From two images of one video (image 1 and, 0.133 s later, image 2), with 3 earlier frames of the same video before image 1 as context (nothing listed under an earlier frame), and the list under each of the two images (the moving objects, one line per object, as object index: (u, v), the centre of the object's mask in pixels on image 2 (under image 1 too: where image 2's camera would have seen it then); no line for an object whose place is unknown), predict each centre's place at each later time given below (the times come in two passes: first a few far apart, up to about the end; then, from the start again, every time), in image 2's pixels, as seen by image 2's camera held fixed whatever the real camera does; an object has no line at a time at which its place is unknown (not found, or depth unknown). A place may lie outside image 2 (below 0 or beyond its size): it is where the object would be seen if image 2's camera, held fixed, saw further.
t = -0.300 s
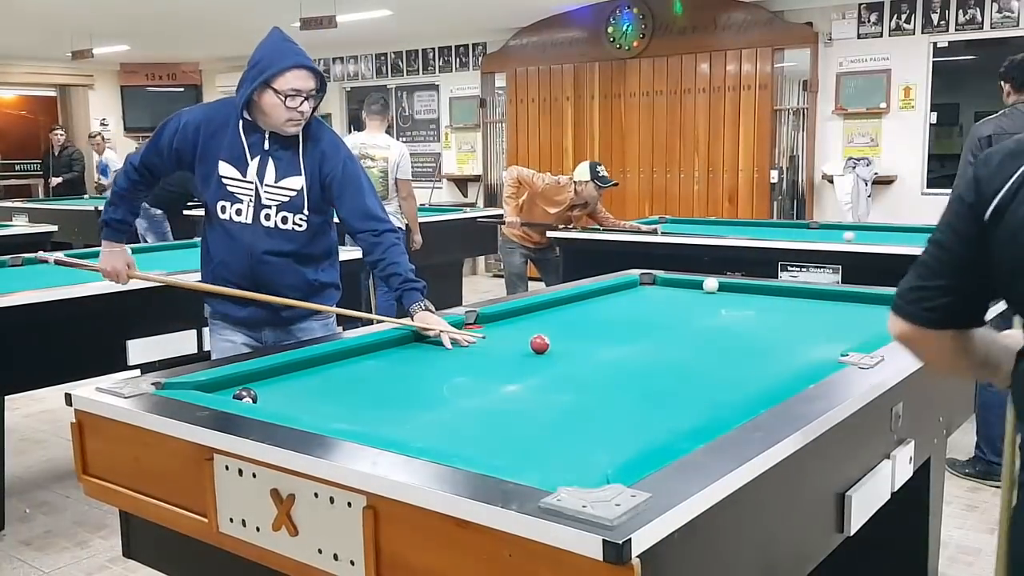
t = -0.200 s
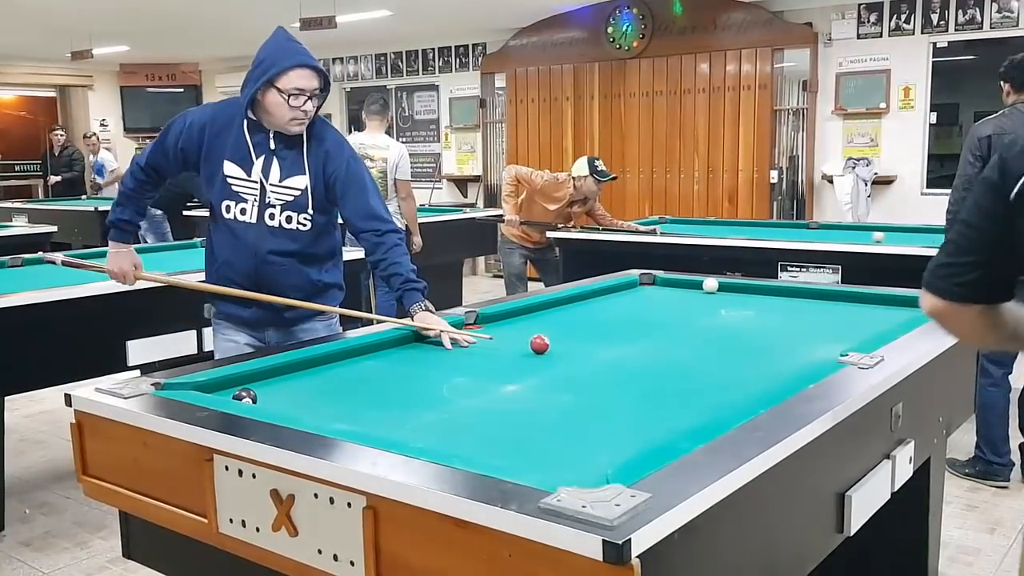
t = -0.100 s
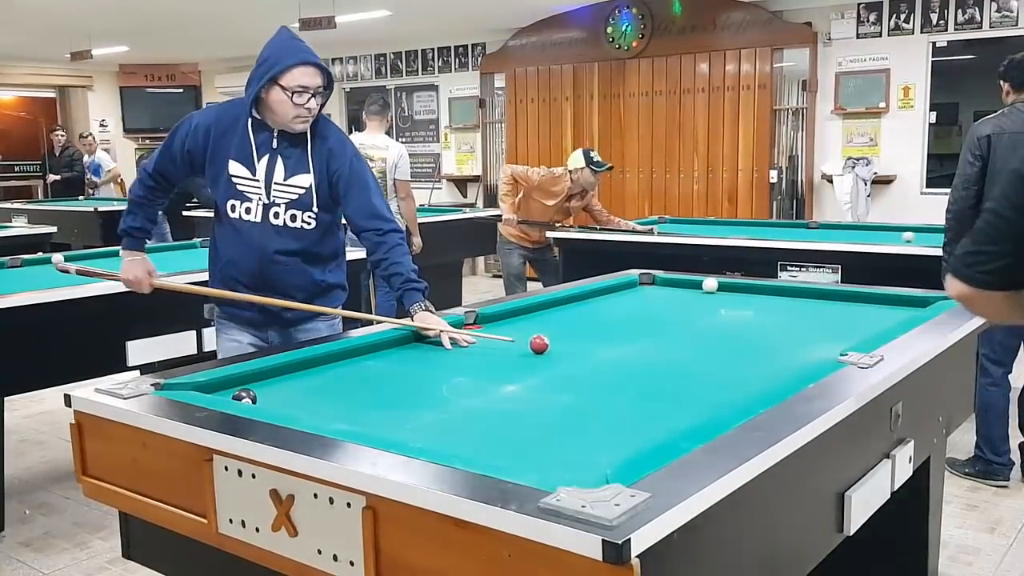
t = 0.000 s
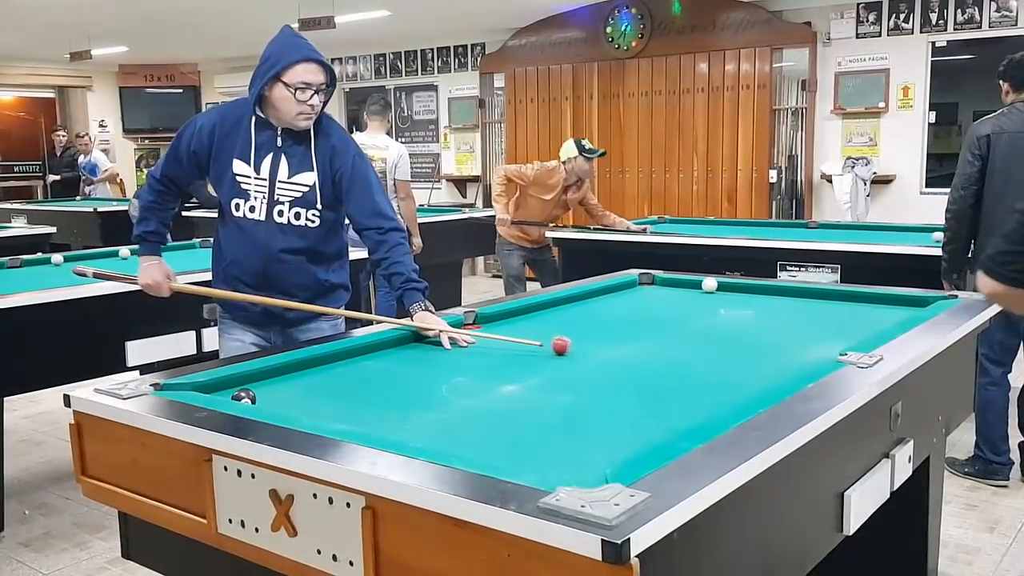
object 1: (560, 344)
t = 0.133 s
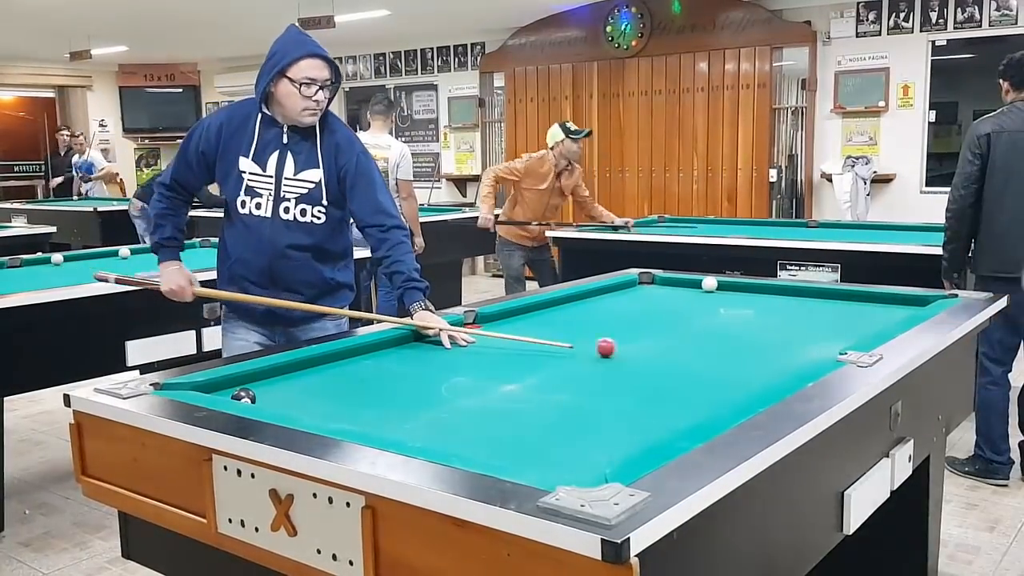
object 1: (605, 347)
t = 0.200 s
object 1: (628, 349)
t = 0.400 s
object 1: (697, 353)
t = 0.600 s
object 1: (768, 358)
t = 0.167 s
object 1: (617, 348)
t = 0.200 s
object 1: (628, 349)
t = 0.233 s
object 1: (639, 349)
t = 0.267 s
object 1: (651, 350)
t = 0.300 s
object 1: (662, 351)
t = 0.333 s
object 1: (674, 352)
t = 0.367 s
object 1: (685, 353)
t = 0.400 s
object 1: (697, 353)
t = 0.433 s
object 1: (709, 354)
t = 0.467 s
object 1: (721, 355)
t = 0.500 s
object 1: (733, 355)
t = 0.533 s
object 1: (745, 356)
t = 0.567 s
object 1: (757, 357)
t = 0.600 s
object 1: (768, 358)
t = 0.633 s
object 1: (781, 358)
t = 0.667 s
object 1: (792, 359)
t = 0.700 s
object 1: (804, 359)
